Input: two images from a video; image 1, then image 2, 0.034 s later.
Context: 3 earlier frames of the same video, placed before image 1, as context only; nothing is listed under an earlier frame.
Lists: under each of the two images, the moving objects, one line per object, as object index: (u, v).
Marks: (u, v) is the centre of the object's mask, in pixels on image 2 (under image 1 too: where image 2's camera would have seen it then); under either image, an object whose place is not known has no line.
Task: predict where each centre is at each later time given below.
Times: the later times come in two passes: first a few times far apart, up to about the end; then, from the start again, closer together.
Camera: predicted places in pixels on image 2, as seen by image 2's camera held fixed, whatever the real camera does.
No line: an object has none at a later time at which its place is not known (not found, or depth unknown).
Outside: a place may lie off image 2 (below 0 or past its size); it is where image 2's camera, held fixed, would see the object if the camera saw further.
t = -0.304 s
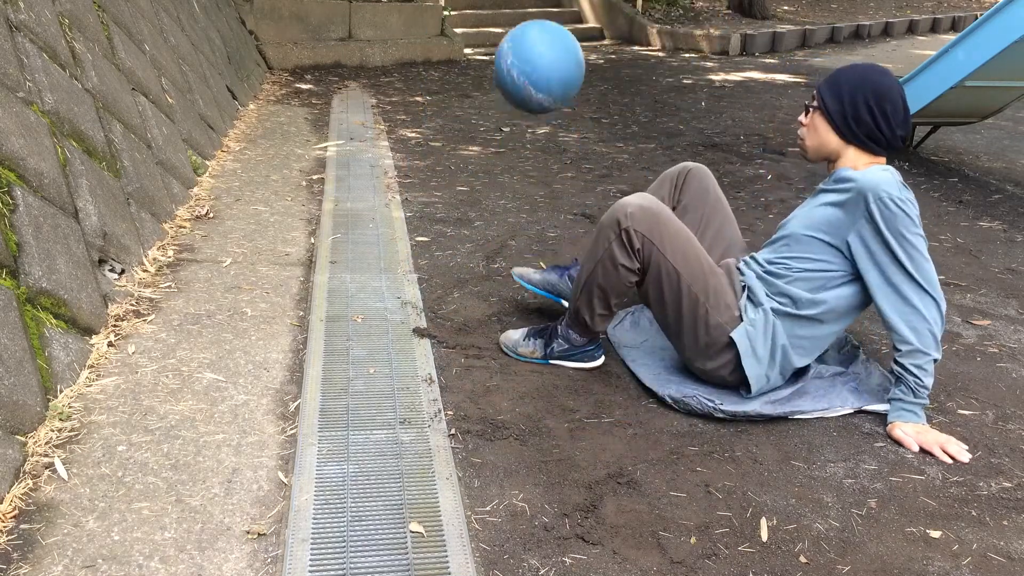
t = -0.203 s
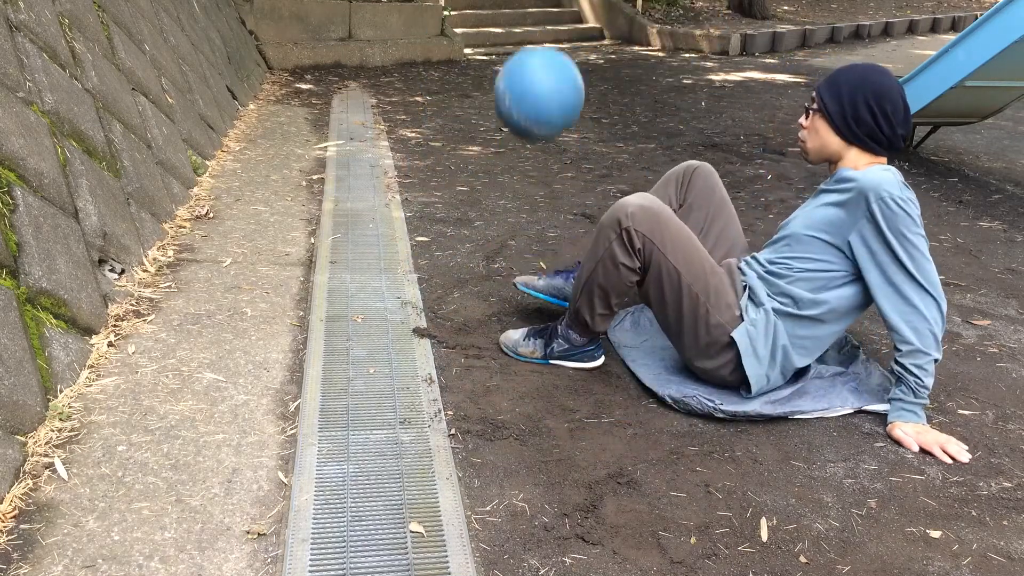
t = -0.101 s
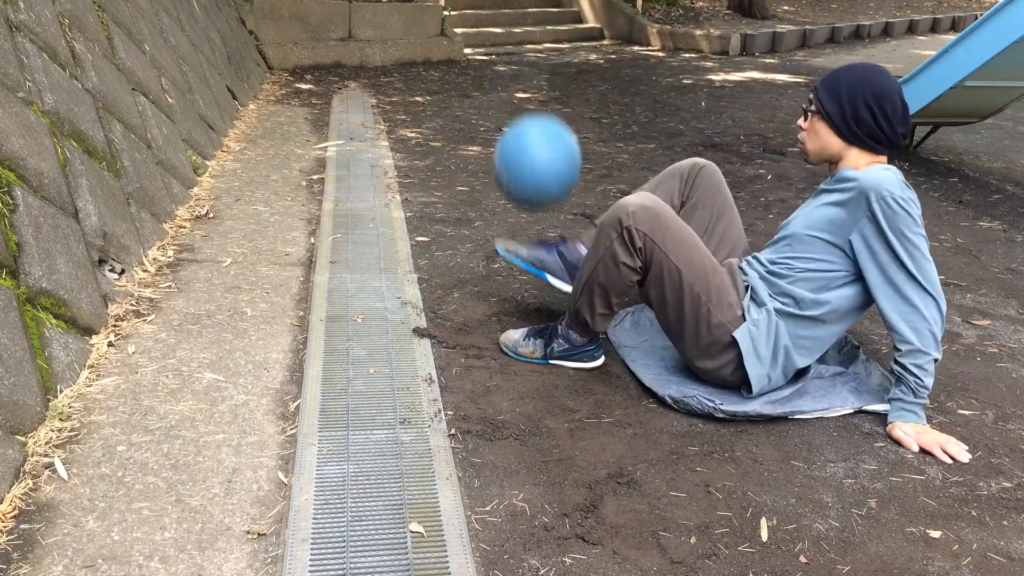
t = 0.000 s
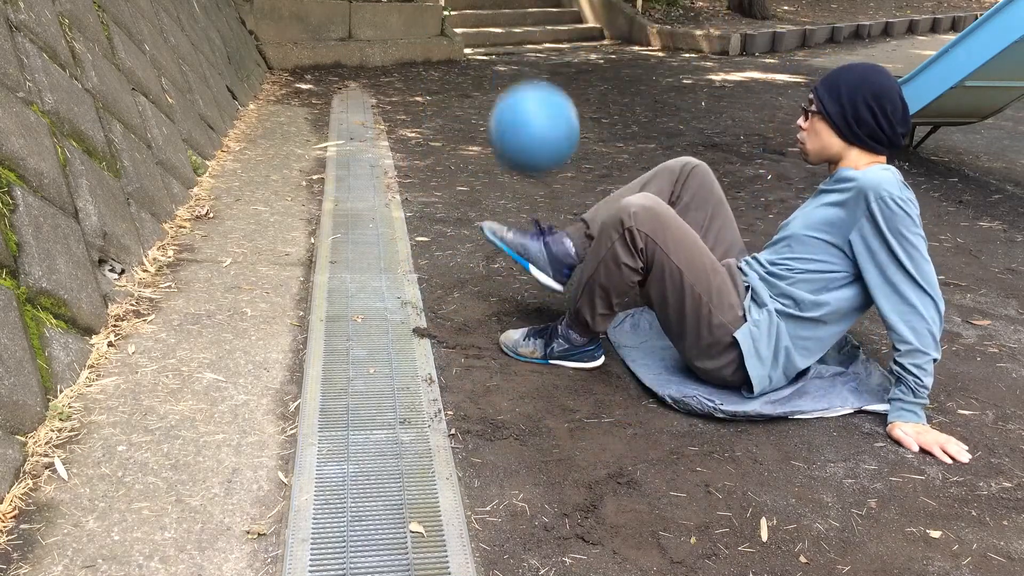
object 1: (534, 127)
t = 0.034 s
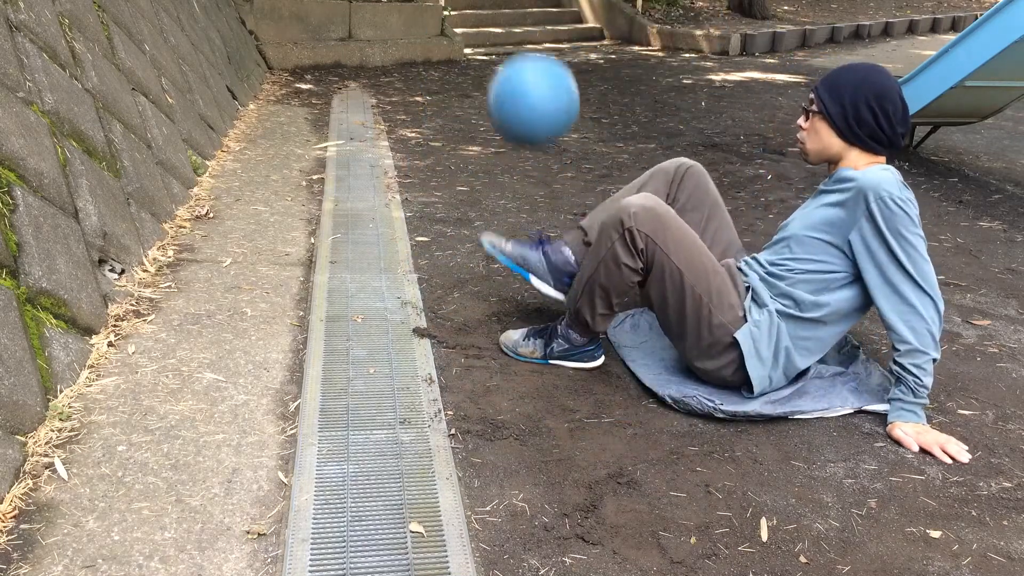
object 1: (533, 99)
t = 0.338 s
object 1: (514, 39)
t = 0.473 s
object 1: (502, 130)
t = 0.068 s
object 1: (532, 75)
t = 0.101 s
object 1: (531, 54)
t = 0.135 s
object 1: (528, 41)
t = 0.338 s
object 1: (514, 39)
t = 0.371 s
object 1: (512, 49)
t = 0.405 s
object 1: (508, 70)
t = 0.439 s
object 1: (504, 98)
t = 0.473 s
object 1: (502, 130)
